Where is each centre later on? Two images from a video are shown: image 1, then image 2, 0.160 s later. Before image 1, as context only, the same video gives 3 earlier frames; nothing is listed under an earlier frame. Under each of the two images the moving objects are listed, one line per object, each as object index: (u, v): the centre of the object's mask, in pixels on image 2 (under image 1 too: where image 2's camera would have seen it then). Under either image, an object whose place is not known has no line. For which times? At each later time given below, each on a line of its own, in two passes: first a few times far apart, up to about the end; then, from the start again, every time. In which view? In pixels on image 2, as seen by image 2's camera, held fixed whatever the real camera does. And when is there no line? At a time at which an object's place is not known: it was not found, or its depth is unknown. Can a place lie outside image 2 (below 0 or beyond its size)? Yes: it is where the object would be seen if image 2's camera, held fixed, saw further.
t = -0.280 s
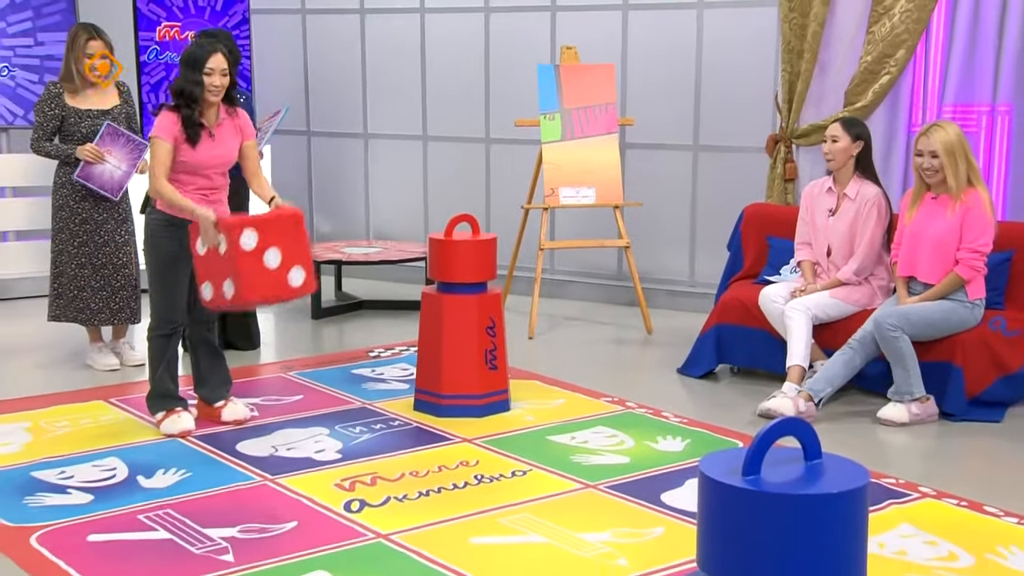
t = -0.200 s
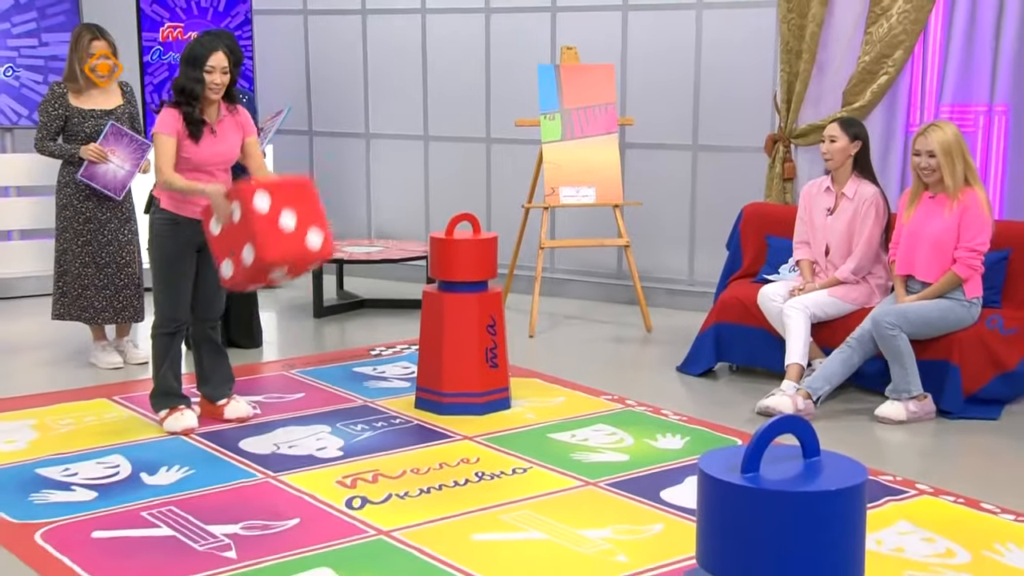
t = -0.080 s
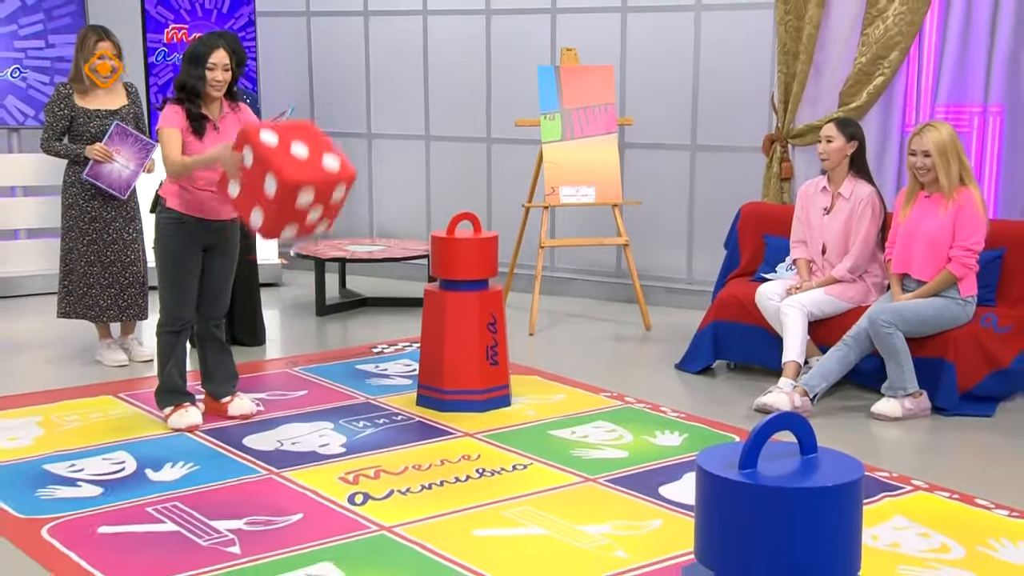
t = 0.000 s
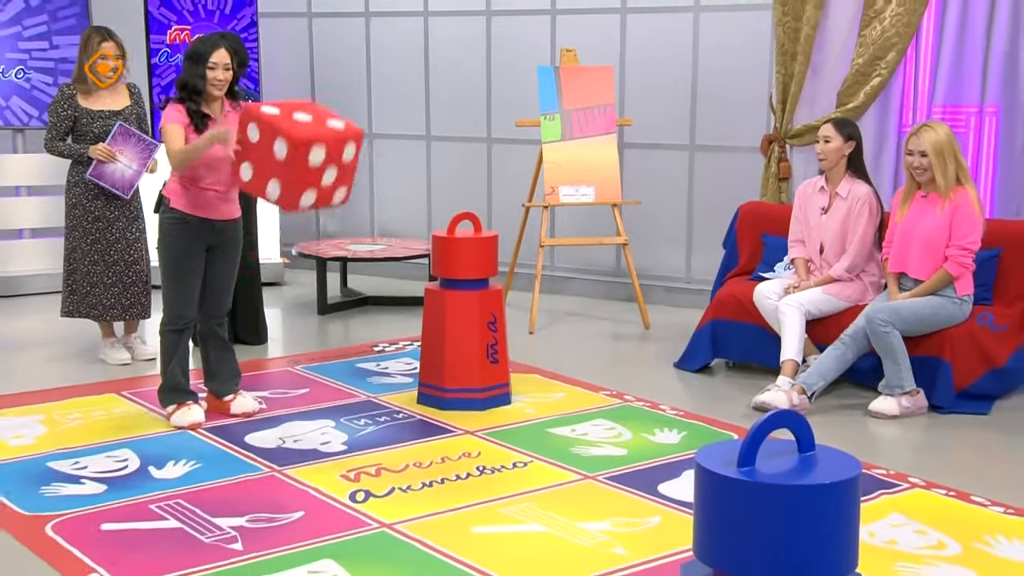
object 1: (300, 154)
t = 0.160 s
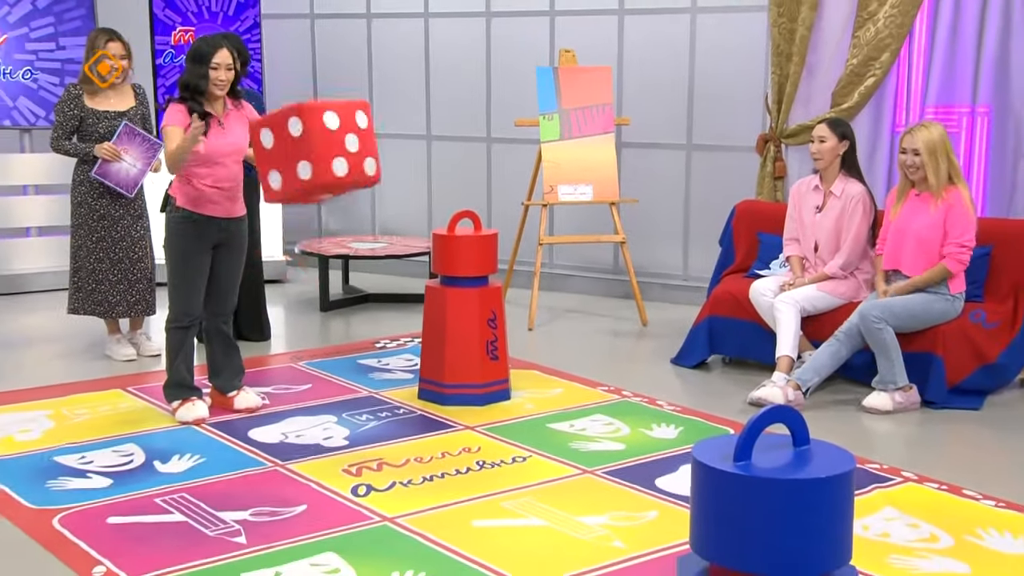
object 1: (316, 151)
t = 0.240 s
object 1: (325, 173)
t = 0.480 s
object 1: (352, 328)
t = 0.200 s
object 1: (319, 160)
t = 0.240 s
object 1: (325, 173)
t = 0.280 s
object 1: (330, 190)
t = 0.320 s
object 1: (334, 210)
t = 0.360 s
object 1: (339, 235)
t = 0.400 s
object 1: (344, 262)
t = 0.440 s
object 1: (349, 293)
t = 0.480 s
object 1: (352, 328)
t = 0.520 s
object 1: (358, 367)
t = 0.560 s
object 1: (363, 417)
